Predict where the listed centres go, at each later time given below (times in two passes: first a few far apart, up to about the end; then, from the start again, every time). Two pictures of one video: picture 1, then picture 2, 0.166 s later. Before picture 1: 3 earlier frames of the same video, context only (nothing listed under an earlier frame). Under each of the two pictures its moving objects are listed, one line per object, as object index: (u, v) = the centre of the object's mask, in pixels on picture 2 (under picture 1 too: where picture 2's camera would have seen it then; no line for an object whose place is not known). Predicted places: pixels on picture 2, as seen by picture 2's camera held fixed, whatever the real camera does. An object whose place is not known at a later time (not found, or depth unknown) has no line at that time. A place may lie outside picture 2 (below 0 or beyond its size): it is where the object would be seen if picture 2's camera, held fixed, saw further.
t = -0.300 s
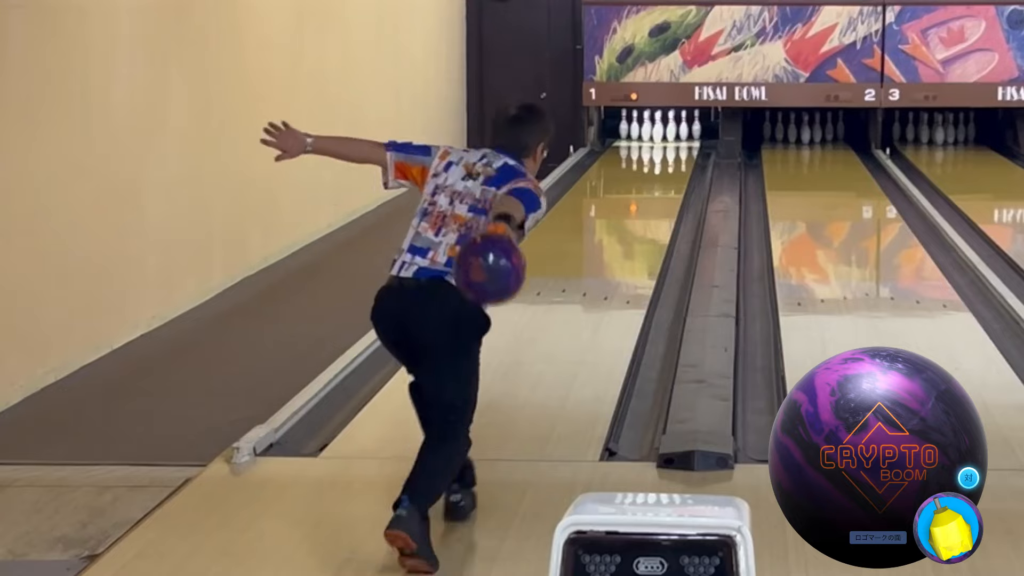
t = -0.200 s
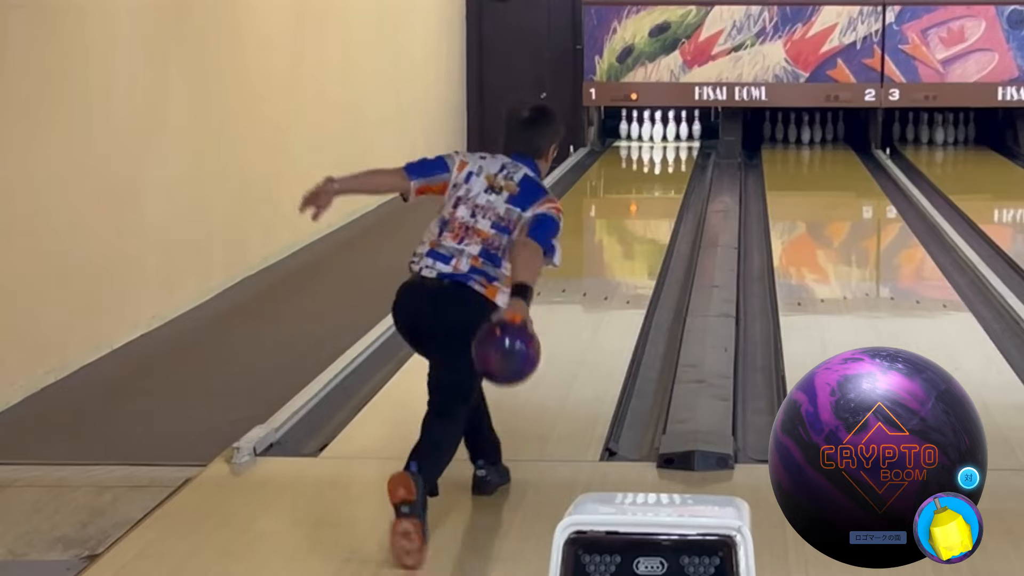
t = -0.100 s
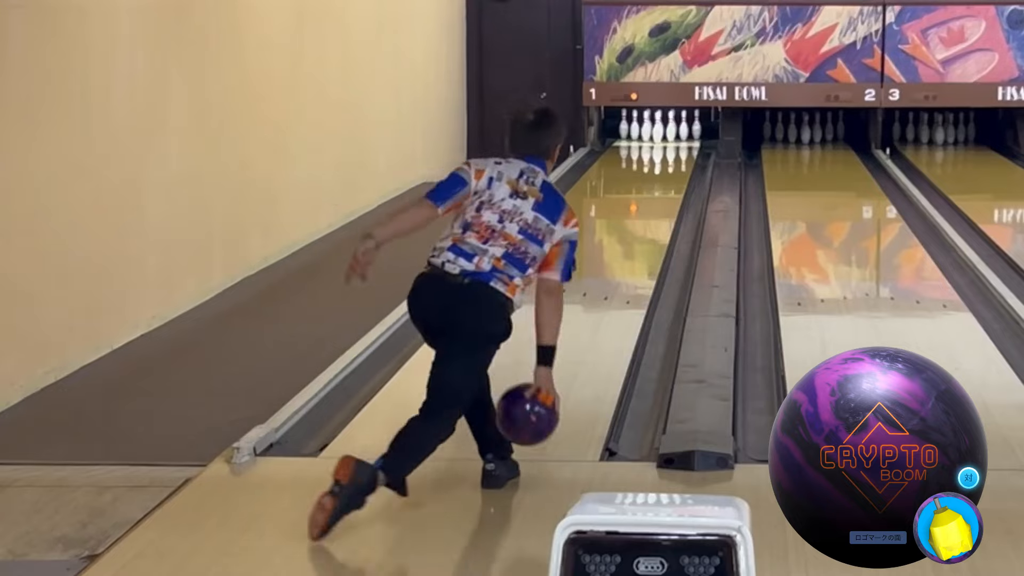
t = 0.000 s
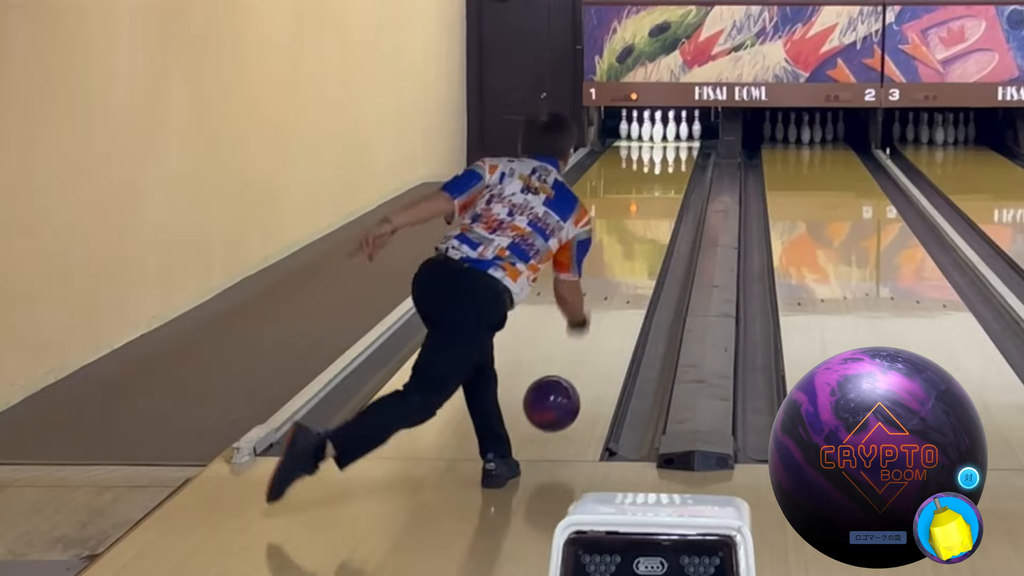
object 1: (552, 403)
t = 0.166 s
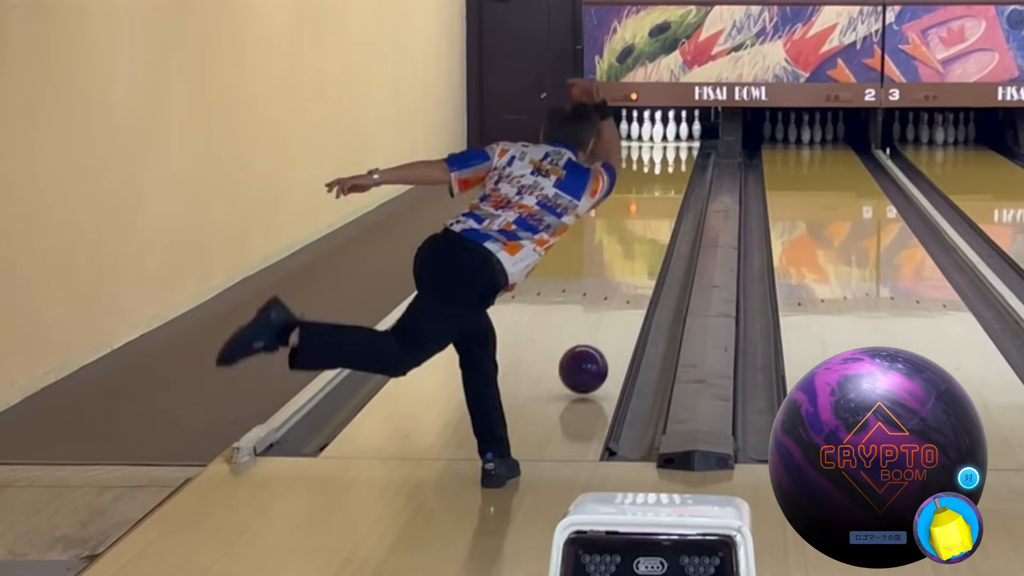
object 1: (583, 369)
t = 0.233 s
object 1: (593, 352)
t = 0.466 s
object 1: (621, 300)
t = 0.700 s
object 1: (640, 262)
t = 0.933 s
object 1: (653, 233)
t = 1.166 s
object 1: (663, 209)
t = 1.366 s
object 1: (669, 194)
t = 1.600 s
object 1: (674, 178)
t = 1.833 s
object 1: (676, 165)
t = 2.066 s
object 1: (675, 154)
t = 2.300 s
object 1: (670, 145)
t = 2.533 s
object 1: (661, 138)
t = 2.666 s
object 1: (658, 134)
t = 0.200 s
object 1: (588, 361)
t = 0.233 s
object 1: (593, 352)
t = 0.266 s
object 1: (598, 344)
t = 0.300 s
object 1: (602, 335)
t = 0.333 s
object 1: (607, 327)
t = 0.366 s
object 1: (610, 320)
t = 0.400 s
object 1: (614, 313)
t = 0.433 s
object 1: (618, 306)
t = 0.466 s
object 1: (621, 300)
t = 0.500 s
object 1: (624, 293)
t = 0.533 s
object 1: (627, 288)
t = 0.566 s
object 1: (630, 282)
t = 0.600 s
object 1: (633, 277)
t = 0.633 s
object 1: (635, 272)
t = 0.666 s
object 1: (638, 267)
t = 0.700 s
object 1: (640, 262)
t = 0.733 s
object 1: (642, 257)
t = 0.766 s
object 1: (644, 253)
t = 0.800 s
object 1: (646, 249)
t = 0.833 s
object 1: (648, 245)
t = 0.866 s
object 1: (650, 241)
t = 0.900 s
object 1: (652, 237)
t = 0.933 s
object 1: (653, 233)
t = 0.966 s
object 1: (655, 229)
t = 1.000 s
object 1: (656, 226)
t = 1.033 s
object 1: (658, 222)
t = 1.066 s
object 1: (659, 219)
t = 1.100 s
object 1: (661, 215)
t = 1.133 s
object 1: (662, 212)
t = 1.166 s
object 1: (663, 209)
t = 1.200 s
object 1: (664, 206)
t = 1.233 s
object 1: (665, 204)
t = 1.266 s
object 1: (666, 201)
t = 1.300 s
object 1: (667, 198)
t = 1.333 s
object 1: (668, 196)
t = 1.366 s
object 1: (669, 194)
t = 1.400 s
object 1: (669, 191)
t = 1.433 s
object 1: (670, 189)
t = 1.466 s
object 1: (671, 187)
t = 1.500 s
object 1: (672, 184)
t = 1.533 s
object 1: (672, 182)
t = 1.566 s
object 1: (673, 180)
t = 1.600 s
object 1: (674, 178)
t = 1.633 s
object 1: (674, 176)
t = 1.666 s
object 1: (675, 174)
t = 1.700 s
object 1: (675, 172)
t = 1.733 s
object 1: (675, 170)
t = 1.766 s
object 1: (676, 169)
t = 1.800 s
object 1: (676, 167)
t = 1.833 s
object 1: (676, 165)
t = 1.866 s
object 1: (676, 163)
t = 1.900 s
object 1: (676, 162)
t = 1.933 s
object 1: (676, 160)
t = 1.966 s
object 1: (676, 158)
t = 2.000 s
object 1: (676, 157)
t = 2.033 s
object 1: (675, 155)
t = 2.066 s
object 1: (675, 154)
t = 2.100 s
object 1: (674, 153)
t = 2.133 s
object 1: (674, 151)
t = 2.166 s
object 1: (673, 150)
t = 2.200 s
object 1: (672, 149)
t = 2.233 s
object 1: (671, 147)
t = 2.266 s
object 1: (671, 146)
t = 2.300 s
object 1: (670, 145)
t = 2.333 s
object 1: (669, 144)
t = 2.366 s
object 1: (668, 143)
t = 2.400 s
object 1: (666, 142)
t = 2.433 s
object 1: (665, 141)
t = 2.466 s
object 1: (664, 140)
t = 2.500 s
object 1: (663, 139)
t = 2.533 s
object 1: (661, 138)
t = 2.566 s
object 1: (660, 137)
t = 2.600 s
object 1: (660, 136)
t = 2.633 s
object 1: (659, 135)
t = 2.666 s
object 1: (658, 134)
